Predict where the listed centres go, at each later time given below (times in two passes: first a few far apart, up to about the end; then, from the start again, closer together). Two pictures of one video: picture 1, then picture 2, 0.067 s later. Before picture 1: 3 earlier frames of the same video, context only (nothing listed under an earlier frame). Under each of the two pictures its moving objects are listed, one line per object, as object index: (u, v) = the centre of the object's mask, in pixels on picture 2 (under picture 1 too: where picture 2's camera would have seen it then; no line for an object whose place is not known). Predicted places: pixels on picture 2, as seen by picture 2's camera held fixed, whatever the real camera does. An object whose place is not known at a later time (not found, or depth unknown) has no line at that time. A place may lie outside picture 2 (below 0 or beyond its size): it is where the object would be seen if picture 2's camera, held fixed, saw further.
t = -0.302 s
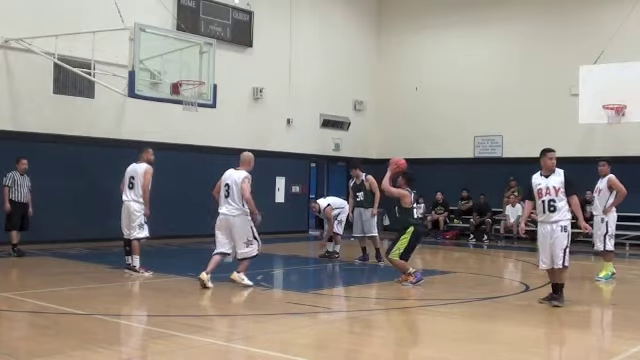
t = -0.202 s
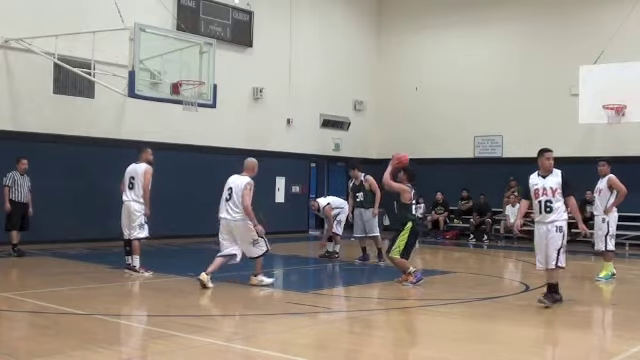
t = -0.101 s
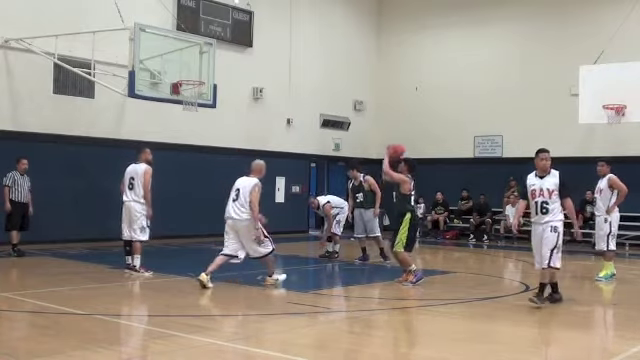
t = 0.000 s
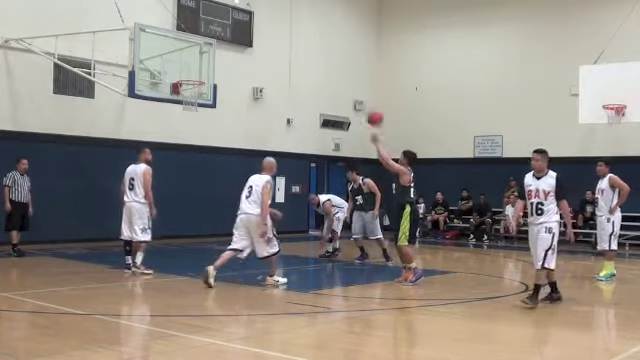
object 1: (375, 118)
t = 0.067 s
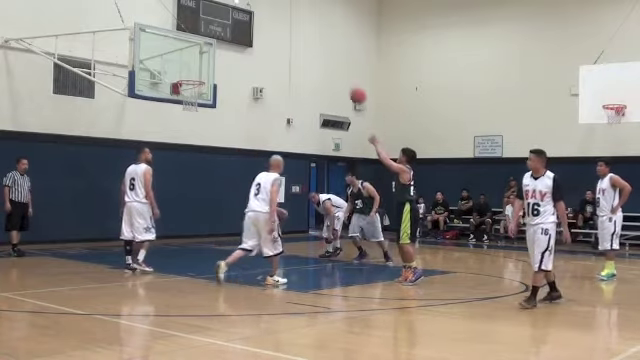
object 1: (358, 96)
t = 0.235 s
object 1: (318, 55)
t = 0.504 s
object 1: (261, 32)
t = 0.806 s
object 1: (204, 59)
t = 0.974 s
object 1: (186, 93)
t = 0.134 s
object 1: (341, 76)
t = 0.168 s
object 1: (333, 68)
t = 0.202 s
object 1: (325, 61)
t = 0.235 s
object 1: (318, 55)
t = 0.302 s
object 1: (303, 45)
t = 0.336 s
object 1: (295, 41)
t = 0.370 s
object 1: (288, 38)
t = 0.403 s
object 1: (281, 35)
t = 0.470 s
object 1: (267, 33)
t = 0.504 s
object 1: (261, 32)
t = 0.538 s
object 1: (255, 32)
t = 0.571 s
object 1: (247, 33)
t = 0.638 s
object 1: (236, 37)
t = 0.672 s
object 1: (230, 40)
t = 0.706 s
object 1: (223, 44)
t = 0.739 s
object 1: (217, 49)
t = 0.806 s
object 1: (204, 59)
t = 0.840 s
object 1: (199, 64)
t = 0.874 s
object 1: (193, 71)
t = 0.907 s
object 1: (187, 78)
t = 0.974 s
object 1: (186, 93)
